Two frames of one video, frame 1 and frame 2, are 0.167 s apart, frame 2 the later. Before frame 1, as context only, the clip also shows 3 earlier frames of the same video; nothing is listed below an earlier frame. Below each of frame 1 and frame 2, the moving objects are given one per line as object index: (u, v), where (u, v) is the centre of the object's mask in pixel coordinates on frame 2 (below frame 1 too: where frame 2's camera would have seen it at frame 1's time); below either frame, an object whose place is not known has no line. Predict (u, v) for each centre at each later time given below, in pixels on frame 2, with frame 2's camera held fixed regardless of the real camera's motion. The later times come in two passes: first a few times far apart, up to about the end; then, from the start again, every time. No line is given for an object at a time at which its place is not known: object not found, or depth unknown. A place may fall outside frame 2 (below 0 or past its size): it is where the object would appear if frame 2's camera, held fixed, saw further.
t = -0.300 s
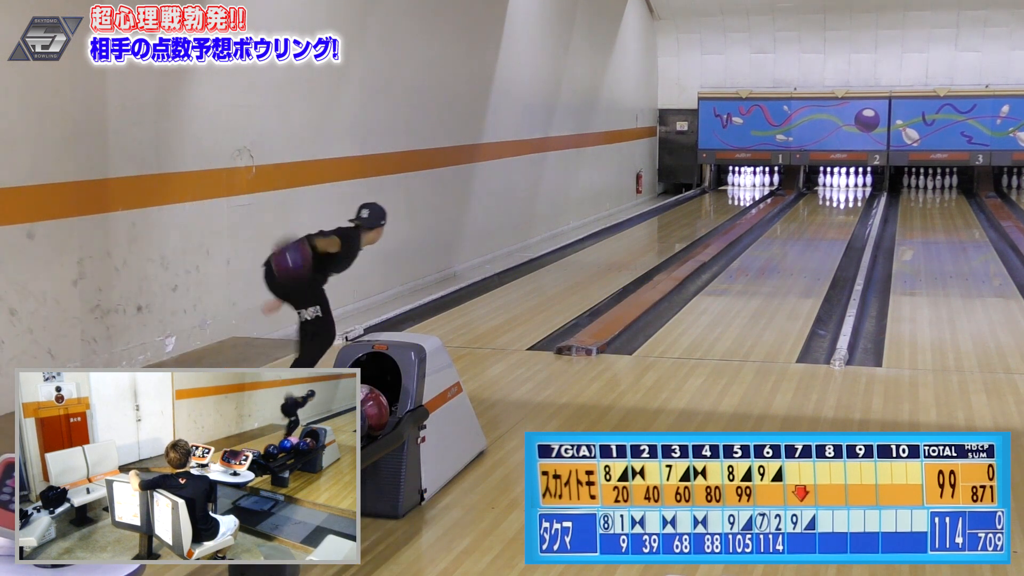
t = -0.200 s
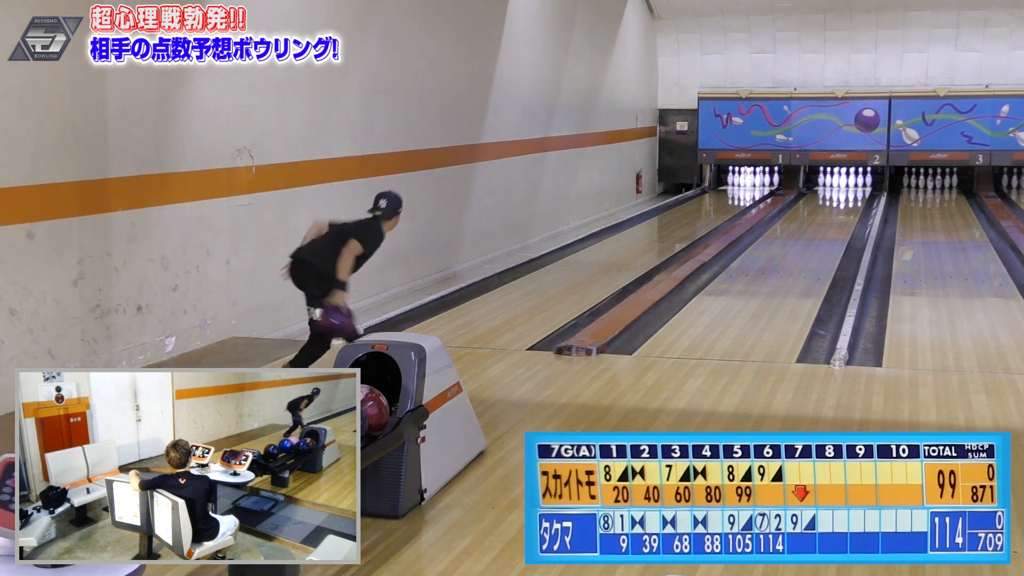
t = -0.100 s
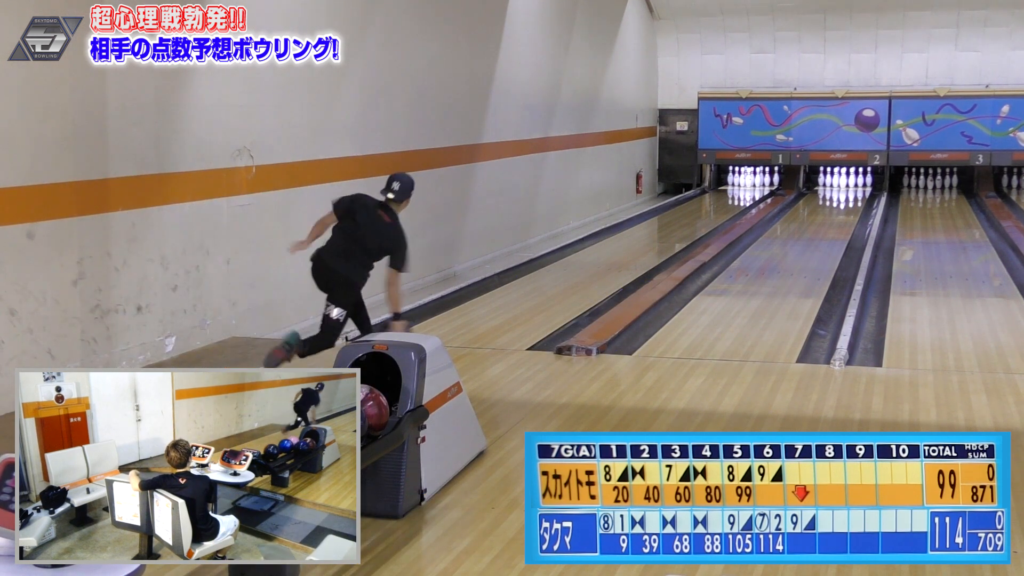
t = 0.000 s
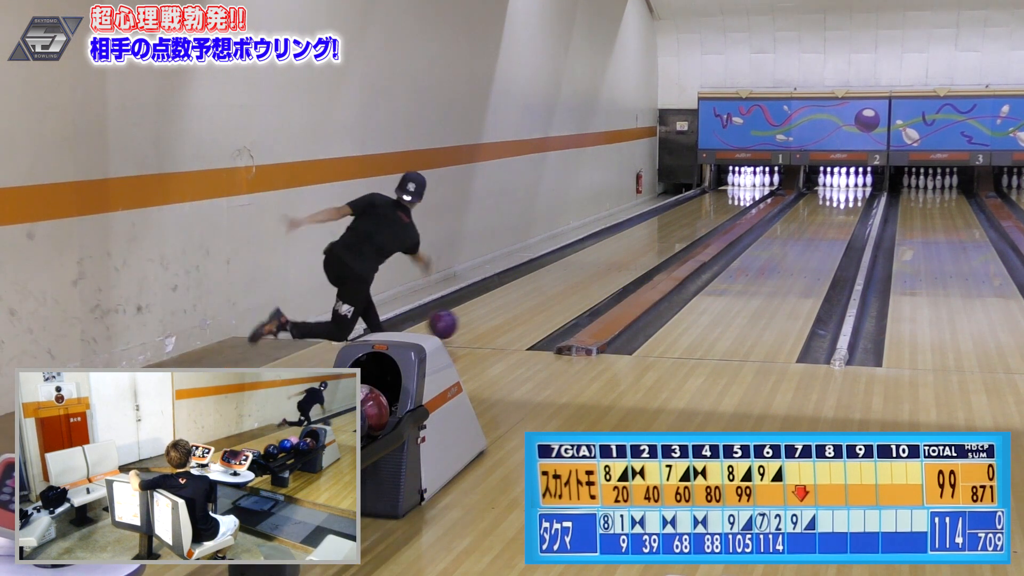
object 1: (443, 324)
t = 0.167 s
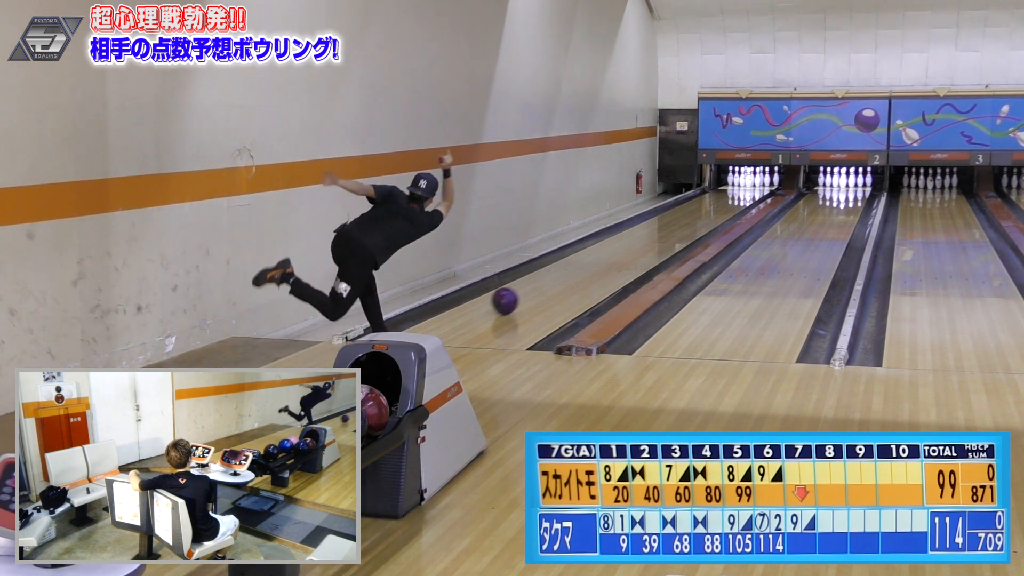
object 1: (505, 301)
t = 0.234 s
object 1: (526, 292)
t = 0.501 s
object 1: (593, 263)
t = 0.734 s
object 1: (636, 244)
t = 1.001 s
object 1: (674, 227)
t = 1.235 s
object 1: (699, 215)
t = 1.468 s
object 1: (718, 206)
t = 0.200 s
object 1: (515, 296)
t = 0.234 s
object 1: (526, 292)
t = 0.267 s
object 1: (536, 287)
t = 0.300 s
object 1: (545, 283)
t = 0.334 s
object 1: (553, 280)
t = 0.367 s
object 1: (562, 276)
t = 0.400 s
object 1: (570, 272)
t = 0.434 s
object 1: (578, 269)
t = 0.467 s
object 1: (586, 265)
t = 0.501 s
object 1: (593, 263)
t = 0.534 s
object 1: (599, 260)
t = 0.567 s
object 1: (606, 257)
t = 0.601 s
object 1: (613, 254)
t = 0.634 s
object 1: (619, 251)
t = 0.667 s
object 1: (625, 249)
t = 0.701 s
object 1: (631, 246)
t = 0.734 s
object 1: (636, 244)
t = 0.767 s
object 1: (641, 241)
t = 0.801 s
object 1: (646, 239)
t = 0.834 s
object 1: (651, 237)
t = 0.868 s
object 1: (656, 235)
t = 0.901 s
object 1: (661, 233)
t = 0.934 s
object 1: (665, 231)
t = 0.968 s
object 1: (669, 229)
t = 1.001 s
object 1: (674, 227)
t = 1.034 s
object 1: (678, 225)
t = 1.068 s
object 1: (681, 223)
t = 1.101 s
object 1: (685, 222)
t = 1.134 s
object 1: (689, 220)
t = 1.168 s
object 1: (692, 218)
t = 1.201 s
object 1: (695, 217)
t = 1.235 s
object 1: (699, 215)
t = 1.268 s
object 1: (702, 214)
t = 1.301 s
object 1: (705, 212)
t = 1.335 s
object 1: (708, 211)
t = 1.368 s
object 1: (711, 209)
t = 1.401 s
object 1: (714, 208)
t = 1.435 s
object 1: (716, 207)
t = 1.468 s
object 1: (718, 206)
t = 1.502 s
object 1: (721, 204)
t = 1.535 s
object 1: (723, 203)
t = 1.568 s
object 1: (726, 202)
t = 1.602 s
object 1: (728, 201)
